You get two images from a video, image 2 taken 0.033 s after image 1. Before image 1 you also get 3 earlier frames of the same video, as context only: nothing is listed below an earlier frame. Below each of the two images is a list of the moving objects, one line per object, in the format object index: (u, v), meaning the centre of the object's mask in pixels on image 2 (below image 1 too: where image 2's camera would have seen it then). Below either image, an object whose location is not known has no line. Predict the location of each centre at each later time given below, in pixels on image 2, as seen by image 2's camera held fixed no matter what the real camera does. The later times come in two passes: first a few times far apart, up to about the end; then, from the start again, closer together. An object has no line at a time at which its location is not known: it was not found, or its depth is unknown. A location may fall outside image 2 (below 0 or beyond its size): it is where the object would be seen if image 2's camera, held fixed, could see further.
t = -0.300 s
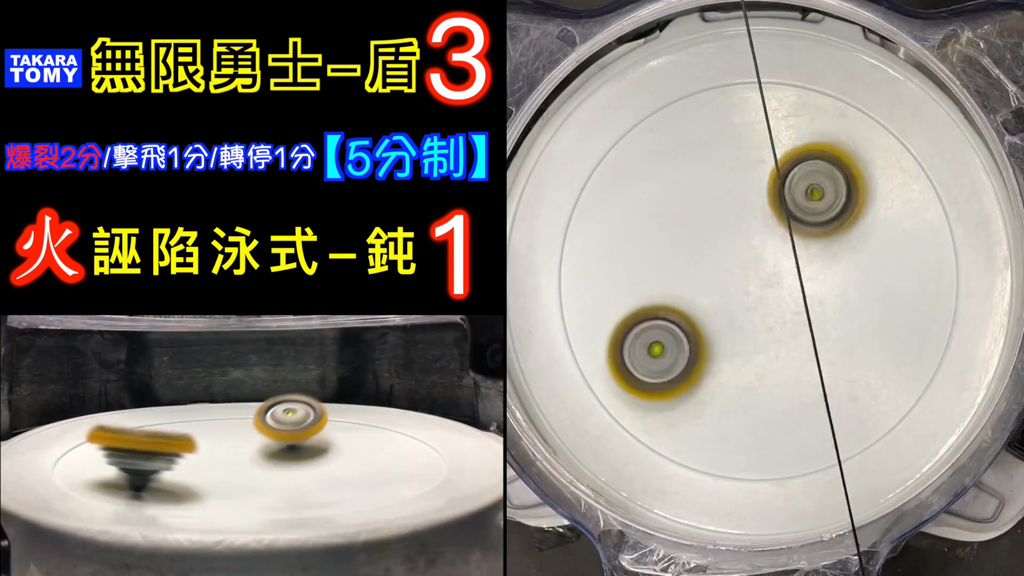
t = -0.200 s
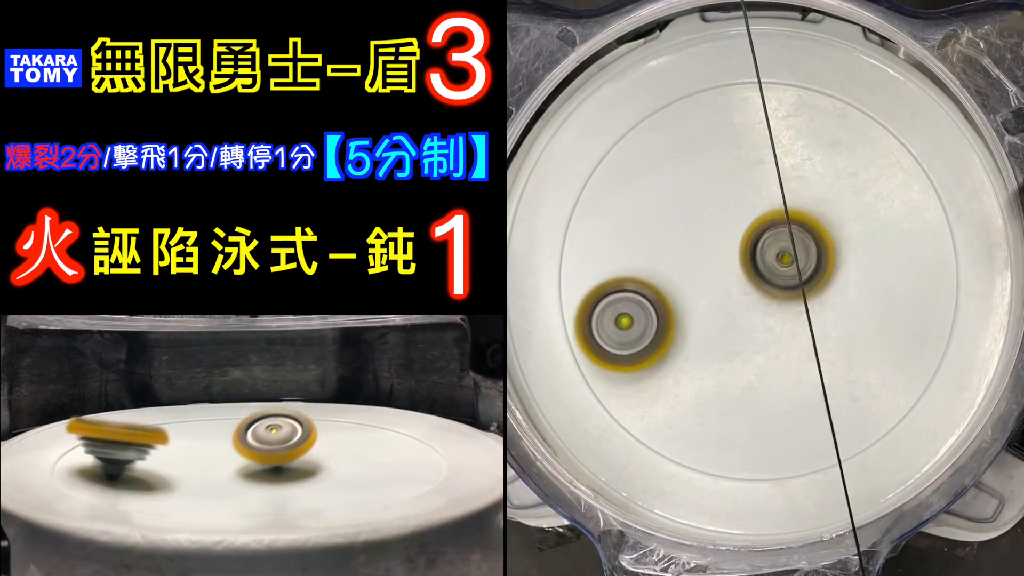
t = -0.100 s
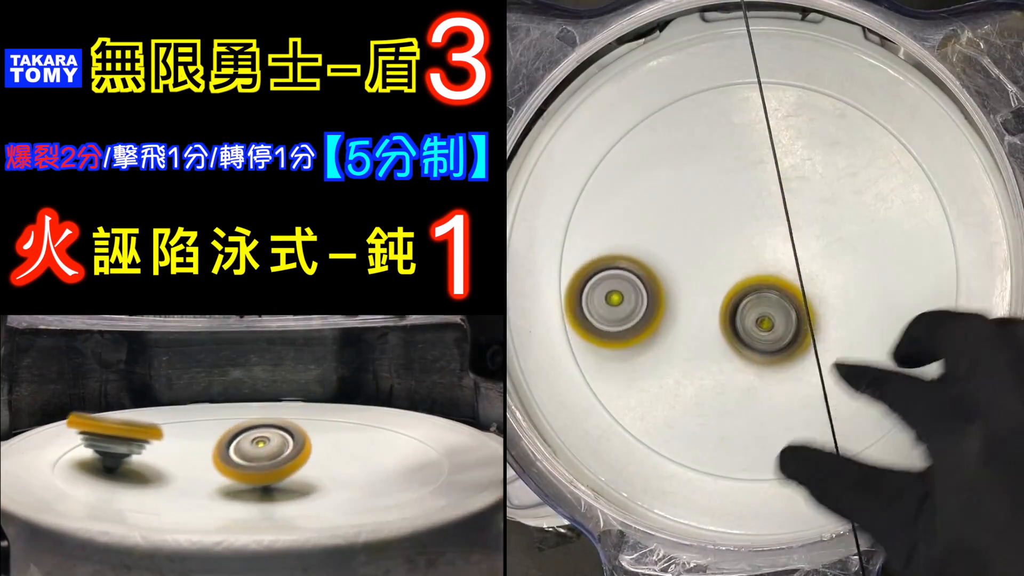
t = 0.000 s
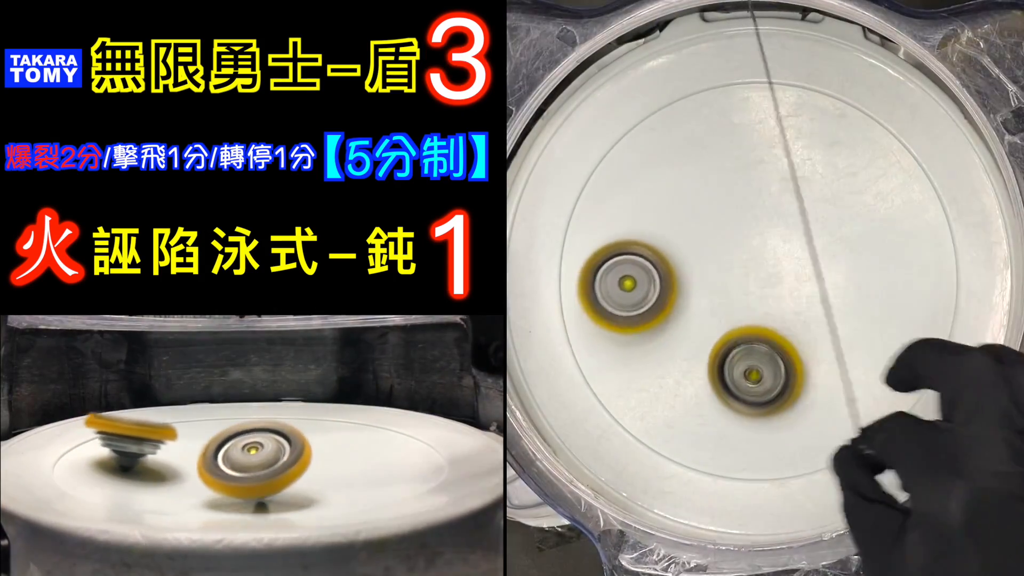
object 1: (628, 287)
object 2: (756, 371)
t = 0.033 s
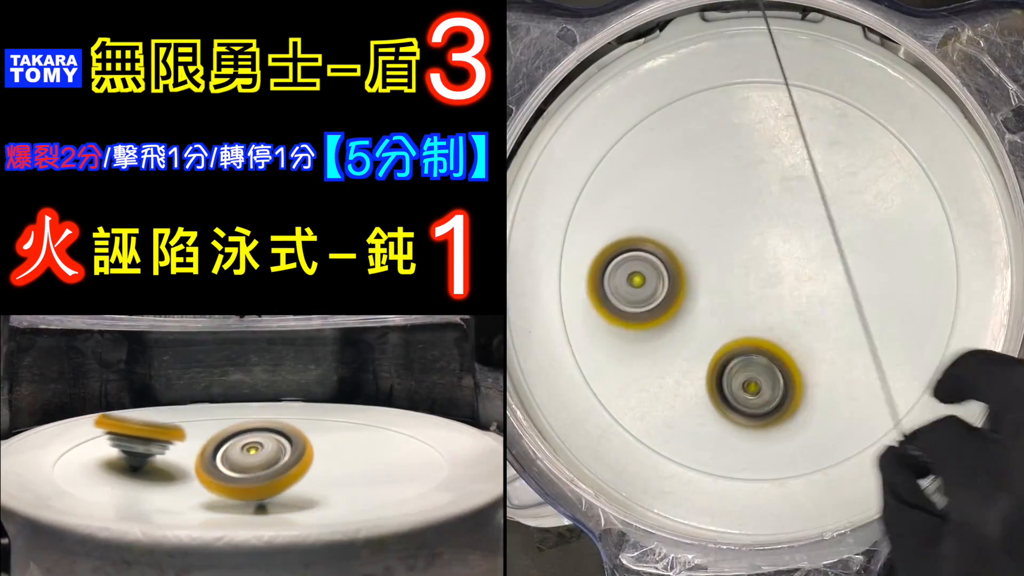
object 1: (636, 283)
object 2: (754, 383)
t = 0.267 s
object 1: (722, 262)
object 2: (786, 367)
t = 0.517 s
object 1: (745, 170)
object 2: (882, 313)
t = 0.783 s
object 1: (721, 178)
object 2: (927, 269)
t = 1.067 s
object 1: (718, 307)
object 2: (869, 248)
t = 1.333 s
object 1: (697, 276)
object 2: (899, 331)
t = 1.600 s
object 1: (679, 200)
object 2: (894, 330)
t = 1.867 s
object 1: (704, 242)
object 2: (821, 350)
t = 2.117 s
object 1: (663, 224)
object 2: (852, 460)
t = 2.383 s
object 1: (746, 238)
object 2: (816, 393)
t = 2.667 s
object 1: (811, 180)
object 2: (718, 347)
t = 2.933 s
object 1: (733, 197)
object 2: (660, 338)
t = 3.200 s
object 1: (771, 211)
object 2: (632, 425)
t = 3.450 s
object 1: (813, 222)
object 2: (724, 391)
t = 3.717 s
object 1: (814, 196)
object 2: (681, 324)
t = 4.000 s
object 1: (805, 179)
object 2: (588, 314)
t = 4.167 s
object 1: (781, 217)
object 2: (588, 322)
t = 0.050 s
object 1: (641, 281)
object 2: (754, 388)
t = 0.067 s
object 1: (646, 279)
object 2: (754, 391)
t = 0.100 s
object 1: (657, 276)
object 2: (755, 395)
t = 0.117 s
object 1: (664, 275)
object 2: (757, 396)
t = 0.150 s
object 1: (678, 273)
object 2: (761, 396)
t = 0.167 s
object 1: (684, 272)
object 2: (764, 394)
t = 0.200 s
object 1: (698, 269)
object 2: (770, 388)
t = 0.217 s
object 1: (704, 268)
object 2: (774, 384)
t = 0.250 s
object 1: (716, 264)
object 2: (782, 373)
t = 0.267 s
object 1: (722, 262)
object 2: (786, 367)
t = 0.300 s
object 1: (732, 257)
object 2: (795, 353)
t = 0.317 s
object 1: (738, 255)
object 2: (800, 346)
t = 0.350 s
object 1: (747, 249)
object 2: (809, 330)
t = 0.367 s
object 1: (750, 246)
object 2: (814, 322)
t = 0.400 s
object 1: (752, 230)
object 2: (829, 317)
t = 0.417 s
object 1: (752, 220)
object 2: (837, 317)
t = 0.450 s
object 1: (750, 201)
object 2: (853, 317)
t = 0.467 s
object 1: (749, 193)
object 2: (861, 316)
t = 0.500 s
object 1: (747, 176)
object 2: (876, 314)
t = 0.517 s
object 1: (745, 170)
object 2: (882, 313)
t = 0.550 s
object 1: (742, 158)
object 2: (894, 310)
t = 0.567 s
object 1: (741, 153)
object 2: (899, 308)
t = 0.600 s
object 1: (737, 147)
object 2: (908, 304)
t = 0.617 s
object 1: (735, 145)
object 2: (911, 301)
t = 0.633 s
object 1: (734, 144)
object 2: (915, 299)
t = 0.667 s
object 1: (730, 145)
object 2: (920, 293)
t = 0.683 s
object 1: (729, 147)
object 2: (922, 290)
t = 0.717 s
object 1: (726, 154)
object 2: (925, 283)
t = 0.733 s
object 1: (724, 159)
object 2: (926, 279)
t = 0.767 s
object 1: (722, 171)
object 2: (927, 272)
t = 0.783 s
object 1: (721, 178)
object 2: (927, 269)
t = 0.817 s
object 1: (719, 193)
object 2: (925, 263)
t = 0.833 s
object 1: (719, 202)
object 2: (923, 260)
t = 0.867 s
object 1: (718, 219)
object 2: (919, 254)
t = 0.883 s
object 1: (718, 228)
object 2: (916, 252)
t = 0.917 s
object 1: (717, 245)
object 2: (909, 247)
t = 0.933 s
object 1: (716, 253)
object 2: (905, 245)
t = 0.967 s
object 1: (716, 270)
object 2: (897, 243)
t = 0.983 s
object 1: (716, 278)
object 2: (892, 243)
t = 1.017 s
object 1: (716, 292)
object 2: (883, 243)
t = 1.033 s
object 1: (716, 298)
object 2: (879, 244)
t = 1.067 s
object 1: (718, 307)
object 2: (869, 248)
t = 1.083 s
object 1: (720, 310)
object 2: (865, 251)
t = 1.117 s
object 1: (723, 315)
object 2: (856, 258)
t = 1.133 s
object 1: (725, 316)
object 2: (851, 262)
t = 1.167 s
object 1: (730, 317)
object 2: (843, 271)
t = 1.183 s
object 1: (733, 316)
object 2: (839, 276)
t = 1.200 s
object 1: (736, 314)
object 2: (835, 281)
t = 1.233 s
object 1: (731, 309)
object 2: (845, 291)
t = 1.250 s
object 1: (725, 305)
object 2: (856, 297)
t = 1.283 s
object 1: (713, 296)
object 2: (874, 311)
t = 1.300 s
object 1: (707, 290)
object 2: (882, 318)
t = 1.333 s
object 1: (697, 276)
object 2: (899, 331)
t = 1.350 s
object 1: (693, 268)
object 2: (908, 336)
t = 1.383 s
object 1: (684, 252)
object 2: (924, 346)
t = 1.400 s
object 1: (681, 244)
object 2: (932, 349)
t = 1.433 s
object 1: (675, 230)
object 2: (934, 350)
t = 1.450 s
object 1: (673, 224)
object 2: (933, 349)
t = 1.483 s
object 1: (672, 213)
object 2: (927, 347)
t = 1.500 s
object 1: (672, 209)
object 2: (924, 345)
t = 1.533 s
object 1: (673, 204)
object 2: (915, 341)
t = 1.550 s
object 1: (675, 202)
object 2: (910, 339)
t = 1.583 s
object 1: (677, 200)
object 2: (900, 333)
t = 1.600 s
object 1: (679, 200)
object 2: (894, 330)
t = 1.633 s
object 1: (683, 201)
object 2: (881, 324)
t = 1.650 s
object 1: (685, 203)
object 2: (875, 321)
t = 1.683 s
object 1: (691, 210)
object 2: (861, 316)
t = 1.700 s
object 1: (694, 214)
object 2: (854, 314)
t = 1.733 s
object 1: (702, 224)
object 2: (840, 310)
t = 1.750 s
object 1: (707, 231)
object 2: (833, 309)
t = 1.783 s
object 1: (716, 244)
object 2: (819, 307)
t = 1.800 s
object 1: (720, 250)
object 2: (812, 307)
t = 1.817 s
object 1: (724, 255)
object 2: (805, 308)
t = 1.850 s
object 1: (711, 246)
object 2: (816, 336)
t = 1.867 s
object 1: (704, 242)
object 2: (821, 350)
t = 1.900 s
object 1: (691, 235)
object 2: (830, 380)
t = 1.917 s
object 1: (685, 232)
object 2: (835, 394)
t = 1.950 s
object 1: (675, 228)
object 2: (843, 421)
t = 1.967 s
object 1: (670, 227)
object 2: (847, 433)
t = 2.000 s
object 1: (662, 226)
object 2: (852, 450)
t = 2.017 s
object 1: (661, 226)
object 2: (853, 453)
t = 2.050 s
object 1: (659, 224)
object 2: (854, 457)
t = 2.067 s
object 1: (659, 224)
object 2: (854, 459)
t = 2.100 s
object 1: (661, 223)
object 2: (853, 460)
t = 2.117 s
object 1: (663, 224)
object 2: (852, 460)
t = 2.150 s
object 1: (669, 225)
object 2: (851, 459)
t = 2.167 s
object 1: (672, 226)
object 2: (849, 459)
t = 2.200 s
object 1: (680, 228)
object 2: (847, 456)
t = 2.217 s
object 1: (686, 229)
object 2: (845, 454)
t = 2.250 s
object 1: (696, 232)
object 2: (841, 447)
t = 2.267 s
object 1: (702, 233)
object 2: (839, 442)
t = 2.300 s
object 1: (714, 235)
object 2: (833, 429)
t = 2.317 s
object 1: (720, 236)
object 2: (830, 422)
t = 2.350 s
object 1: (733, 237)
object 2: (823, 408)
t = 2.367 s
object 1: (739, 237)
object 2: (820, 401)
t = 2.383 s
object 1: (746, 238)
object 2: (816, 393)
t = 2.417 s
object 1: (758, 239)
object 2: (808, 379)
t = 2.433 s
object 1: (764, 241)
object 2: (804, 371)
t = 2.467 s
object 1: (773, 242)
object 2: (795, 356)
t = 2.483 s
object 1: (778, 243)
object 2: (790, 348)
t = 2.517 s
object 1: (788, 236)
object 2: (779, 343)
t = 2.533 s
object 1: (793, 230)
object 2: (773, 343)
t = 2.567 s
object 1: (802, 217)
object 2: (760, 345)
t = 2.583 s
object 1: (805, 210)
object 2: (753, 345)
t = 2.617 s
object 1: (810, 197)
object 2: (739, 346)
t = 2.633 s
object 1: (810, 191)
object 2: (732, 347)
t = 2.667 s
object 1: (811, 180)
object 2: (718, 347)
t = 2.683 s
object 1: (811, 174)
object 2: (711, 348)
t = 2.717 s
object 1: (807, 165)
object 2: (699, 348)
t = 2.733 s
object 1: (804, 162)
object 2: (694, 348)
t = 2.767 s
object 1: (796, 159)
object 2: (683, 348)
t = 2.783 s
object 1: (792, 159)
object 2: (679, 347)
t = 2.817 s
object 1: (779, 161)
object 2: (671, 346)
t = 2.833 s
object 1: (773, 164)
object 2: (668, 345)
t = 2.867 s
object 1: (760, 173)
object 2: (663, 343)
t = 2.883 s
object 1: (752, 179)
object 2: (662, 342)
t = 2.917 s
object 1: (739, 191)
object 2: (660, 339)
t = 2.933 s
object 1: (733, 197)
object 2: (660, 338)
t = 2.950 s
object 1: (727, 204)
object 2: (661, 337)
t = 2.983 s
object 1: (717, 218)
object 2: (663, 334)
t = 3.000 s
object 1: (713, 226)
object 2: (664, 333)
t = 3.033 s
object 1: (709, 240)
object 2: (668, 330)
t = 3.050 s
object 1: (713, 238)
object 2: (664, 339)
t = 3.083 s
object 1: (725, 232)
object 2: (653, 361)
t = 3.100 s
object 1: (731, 230)
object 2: (648, 371)
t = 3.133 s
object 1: (744, 223)
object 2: (640, 392)
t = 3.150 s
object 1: (750, 220)
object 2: (638, 401)
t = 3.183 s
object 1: (763, 214)
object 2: (633, 418)
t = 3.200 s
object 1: (771, 211)
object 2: (632, 425)
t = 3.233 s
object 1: (783, 207)
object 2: (635, 434)
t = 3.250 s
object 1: (790, 205)
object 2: (639, 436)
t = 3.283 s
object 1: (800, 205)
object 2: (649, 439)
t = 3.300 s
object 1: (805, 204)
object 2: (656, 437)
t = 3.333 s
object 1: (812, 205)
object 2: (672, 432)
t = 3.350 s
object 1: (814, 206)
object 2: (680, 427)
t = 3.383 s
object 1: (817, 210)
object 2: (696, 417)
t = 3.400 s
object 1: (817, 213)
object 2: (704, 412)
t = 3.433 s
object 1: (815, 218)
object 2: (718, 399)
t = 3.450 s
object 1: (813, 222)
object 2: (724, 391)
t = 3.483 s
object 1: (809, 227)
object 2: (735, 376)
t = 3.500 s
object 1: (808, 230)
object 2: (740, 368)
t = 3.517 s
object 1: (805, 232)
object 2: (744, 360)
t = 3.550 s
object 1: (799, 237)
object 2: (752, 343)
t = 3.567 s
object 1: (795, 240)
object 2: (754, 334)
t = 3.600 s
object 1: (796, 233)
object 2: (748, 328)
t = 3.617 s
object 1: (800, 226)
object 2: (739, 329)
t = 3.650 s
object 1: (806, 213)
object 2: (721, 328)
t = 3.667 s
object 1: (809, 208)
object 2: (711, 328)
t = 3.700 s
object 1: (813, 200)
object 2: (691, 326)
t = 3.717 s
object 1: (814, 196)
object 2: (681, 324)
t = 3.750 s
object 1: (816, 189)
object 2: (664, 321)
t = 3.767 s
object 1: (817, 186)
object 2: (656, 319)
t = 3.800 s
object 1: (819, 180)
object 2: (642, 317)
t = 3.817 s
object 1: (819, 179)
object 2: (636, 316)
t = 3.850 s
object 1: (819, 176)
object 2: (623, 313)
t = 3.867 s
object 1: (819, 175)
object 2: (618, 312)
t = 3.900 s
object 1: (818, 174)
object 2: (608, 311)
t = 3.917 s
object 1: (816, 174)
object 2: (604, 311)
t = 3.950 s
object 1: (812, 175)
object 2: (596, 311)
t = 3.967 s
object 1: (810, 176)
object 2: (593, 312)
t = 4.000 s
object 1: (805, 179)
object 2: (588, 314)
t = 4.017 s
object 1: (802, 181)
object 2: (585, 316)
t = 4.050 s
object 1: (796, 187)
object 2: (583, 319)
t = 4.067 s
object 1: (794, 190)
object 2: (582, 320)
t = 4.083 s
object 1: (791, 194)
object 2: (582, 321)
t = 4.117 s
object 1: (786, 203)
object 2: (583, 323)
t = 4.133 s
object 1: (785, 208)
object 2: (585, 323)
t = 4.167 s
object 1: (781, 217)
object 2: (588, 322)
